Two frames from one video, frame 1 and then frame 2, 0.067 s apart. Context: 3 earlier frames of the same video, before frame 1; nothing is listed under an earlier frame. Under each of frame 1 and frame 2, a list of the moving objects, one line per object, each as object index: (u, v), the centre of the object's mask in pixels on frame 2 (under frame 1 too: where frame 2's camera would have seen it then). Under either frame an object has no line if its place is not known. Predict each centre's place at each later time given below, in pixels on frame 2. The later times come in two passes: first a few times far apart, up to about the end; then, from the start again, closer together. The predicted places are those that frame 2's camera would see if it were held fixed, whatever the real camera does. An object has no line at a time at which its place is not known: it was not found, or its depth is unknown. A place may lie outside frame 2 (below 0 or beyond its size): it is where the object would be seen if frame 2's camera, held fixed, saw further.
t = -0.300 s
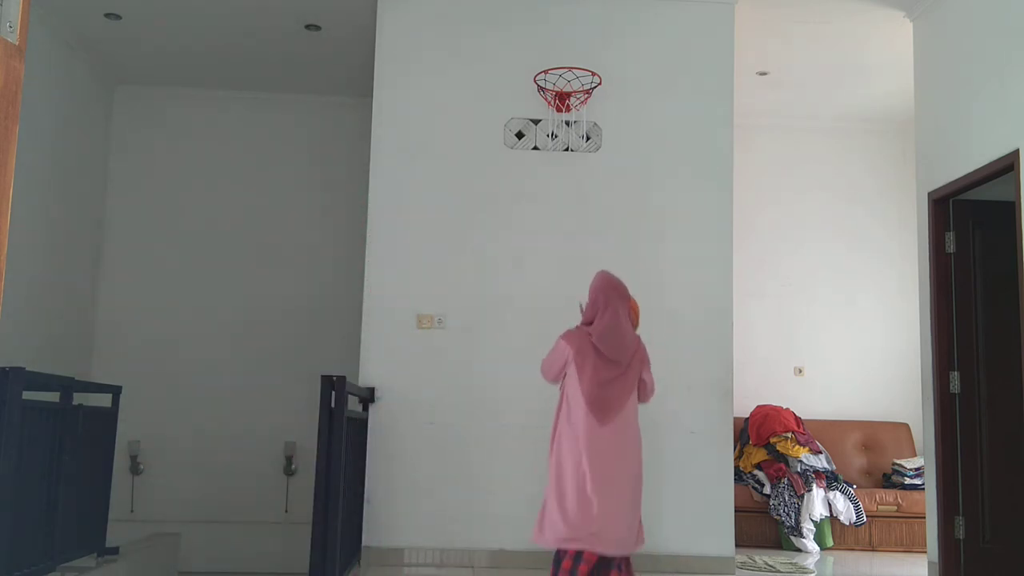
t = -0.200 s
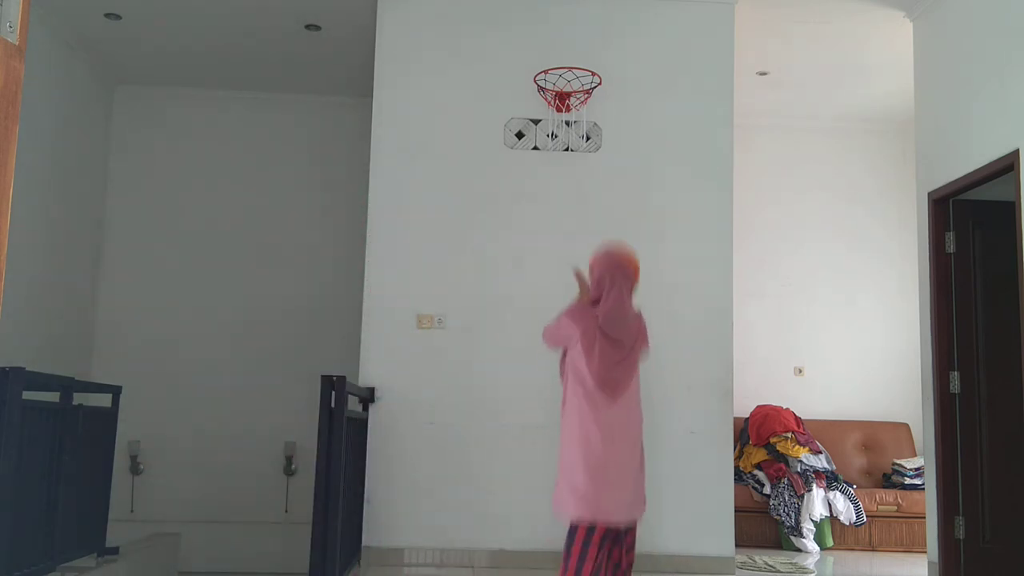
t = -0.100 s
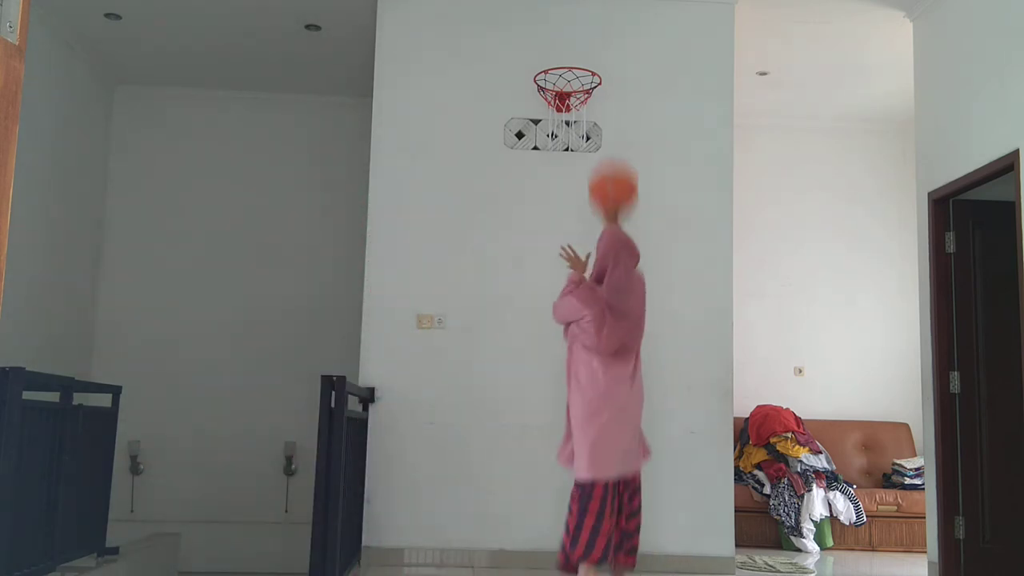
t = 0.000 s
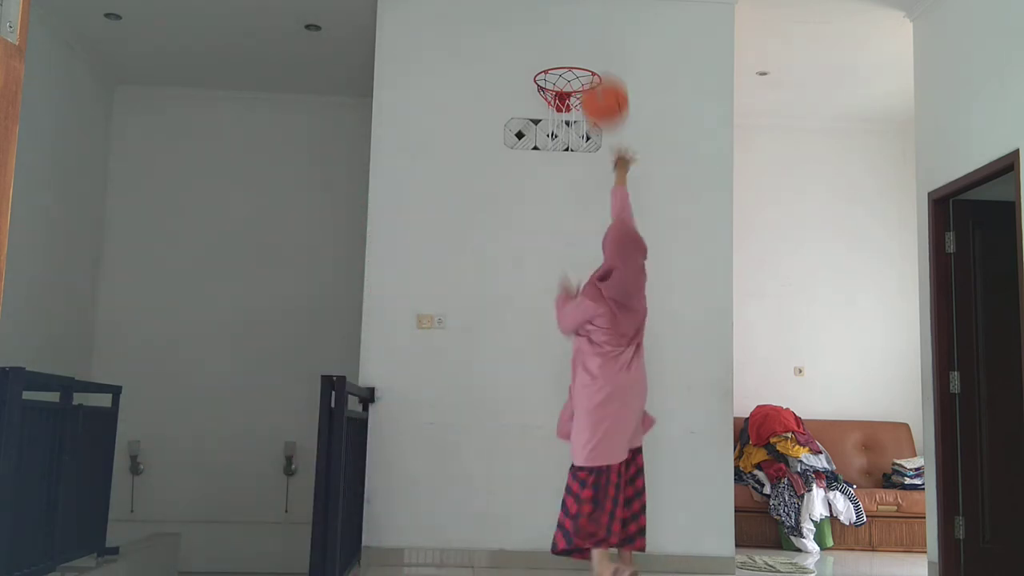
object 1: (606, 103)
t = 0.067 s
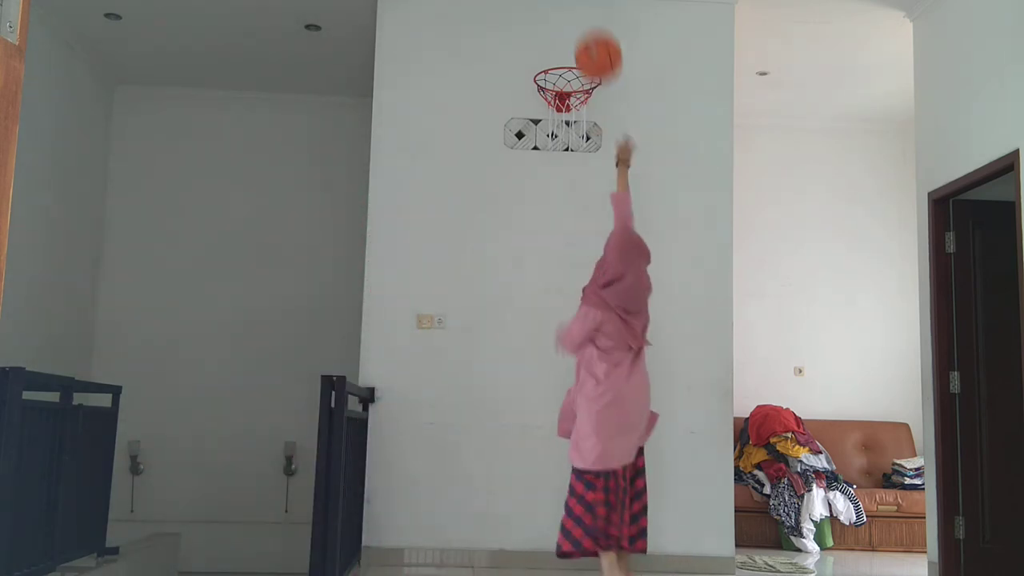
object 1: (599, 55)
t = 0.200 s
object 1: (586, 8)
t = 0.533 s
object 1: (556, 3)
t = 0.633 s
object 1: (546, 19)
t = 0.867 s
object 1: (516, 38)
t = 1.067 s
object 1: (482, 68)
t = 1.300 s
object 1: (439, 187)
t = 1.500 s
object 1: (399, 364)
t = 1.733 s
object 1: (402, 496)
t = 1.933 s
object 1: (436, 358)
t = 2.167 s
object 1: (470, 284)
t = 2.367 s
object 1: (496, 294)
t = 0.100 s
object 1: (595, 38)
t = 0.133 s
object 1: (592, 23)
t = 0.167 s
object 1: (589, 14)
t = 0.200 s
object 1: (586, 8)
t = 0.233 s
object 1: (583, 4)
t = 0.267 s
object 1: (580, 1)
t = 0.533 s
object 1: (556, 3)
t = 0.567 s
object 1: (553, 7)
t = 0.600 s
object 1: (550, 11)
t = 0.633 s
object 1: (546, 19)
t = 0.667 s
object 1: (544, 31)
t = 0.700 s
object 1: (540, 47)
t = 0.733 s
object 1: (537, 52)
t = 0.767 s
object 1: (532, 46)
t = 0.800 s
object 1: (526, 42)
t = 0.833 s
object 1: (521, 39)
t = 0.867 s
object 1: (516, 38)
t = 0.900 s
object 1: (511, 38)
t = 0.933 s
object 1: (505, 41)
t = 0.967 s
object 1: (499, 45)
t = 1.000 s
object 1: (493, 51)
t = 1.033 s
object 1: (488, 58)
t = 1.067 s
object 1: (482, 68)
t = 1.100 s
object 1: (476, 79)
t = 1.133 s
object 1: (470, 92)
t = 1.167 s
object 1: (464, 107)
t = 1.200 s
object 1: (458, 124)
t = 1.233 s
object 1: (452, 143)
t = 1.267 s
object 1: (445, 164)
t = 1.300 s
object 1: (439, 187)
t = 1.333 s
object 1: (432, 211)
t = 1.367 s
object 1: (426, 237)
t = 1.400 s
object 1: (419, 266)
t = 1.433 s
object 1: (413, 296)
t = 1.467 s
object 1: (405, 329)
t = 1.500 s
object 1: (399, 364)
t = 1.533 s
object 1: (393, 401)
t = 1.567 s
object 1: (386, 441)
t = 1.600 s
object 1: (384, 481)
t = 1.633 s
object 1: (386, 517)
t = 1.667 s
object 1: (390, 552)
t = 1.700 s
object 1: (396, 525)
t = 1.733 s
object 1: (402, 496)
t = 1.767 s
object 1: (408, 467)
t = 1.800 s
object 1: (414, 440)
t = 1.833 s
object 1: (419, 417)
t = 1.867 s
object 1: (425, 395)
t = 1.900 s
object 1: (430, 376)
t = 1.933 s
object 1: (436, 358)
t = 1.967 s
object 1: (441, 342)
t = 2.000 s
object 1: (446, 327)
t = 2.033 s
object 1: (451, 315)
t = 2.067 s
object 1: (456, 304)
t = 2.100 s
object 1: (461, 296)
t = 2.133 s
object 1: (465, 289)
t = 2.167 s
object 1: (470, 284)
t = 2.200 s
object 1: (475, 282)
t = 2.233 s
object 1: (479, 280)
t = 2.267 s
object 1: (484, 281)
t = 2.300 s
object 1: (488, 284)
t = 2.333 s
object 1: (492, 288)
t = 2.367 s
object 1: (496, 294)
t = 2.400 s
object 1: (501, 302)
